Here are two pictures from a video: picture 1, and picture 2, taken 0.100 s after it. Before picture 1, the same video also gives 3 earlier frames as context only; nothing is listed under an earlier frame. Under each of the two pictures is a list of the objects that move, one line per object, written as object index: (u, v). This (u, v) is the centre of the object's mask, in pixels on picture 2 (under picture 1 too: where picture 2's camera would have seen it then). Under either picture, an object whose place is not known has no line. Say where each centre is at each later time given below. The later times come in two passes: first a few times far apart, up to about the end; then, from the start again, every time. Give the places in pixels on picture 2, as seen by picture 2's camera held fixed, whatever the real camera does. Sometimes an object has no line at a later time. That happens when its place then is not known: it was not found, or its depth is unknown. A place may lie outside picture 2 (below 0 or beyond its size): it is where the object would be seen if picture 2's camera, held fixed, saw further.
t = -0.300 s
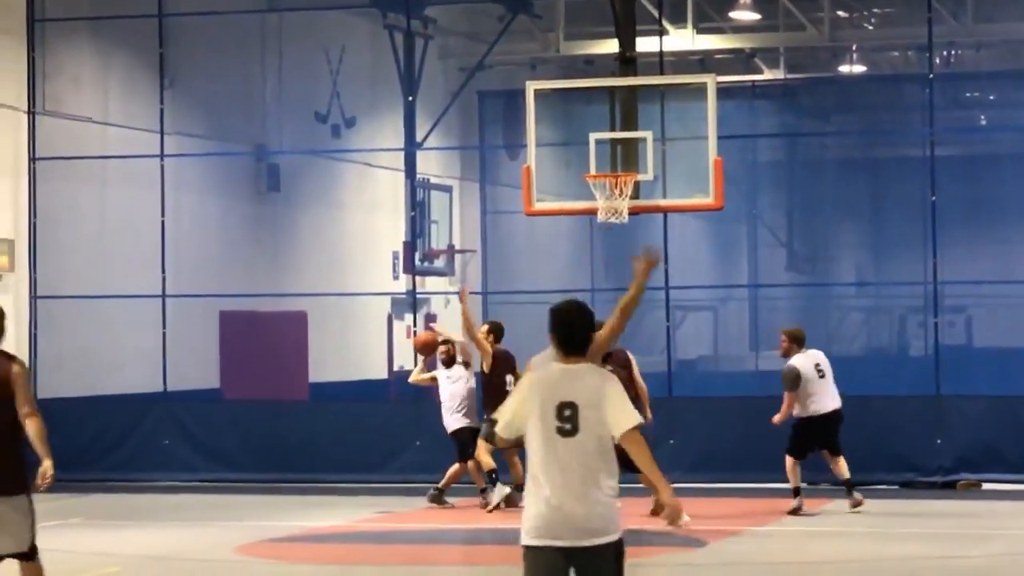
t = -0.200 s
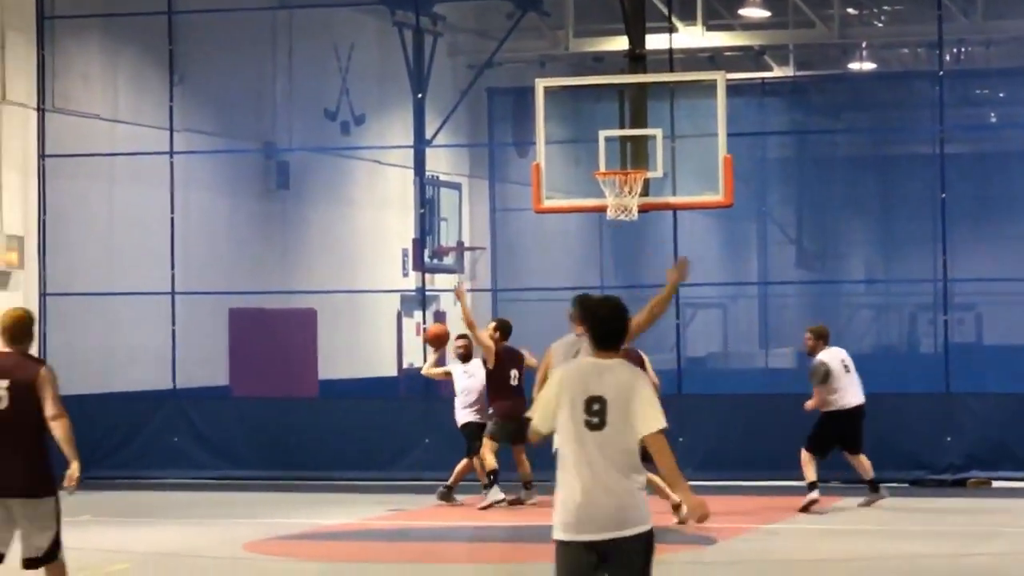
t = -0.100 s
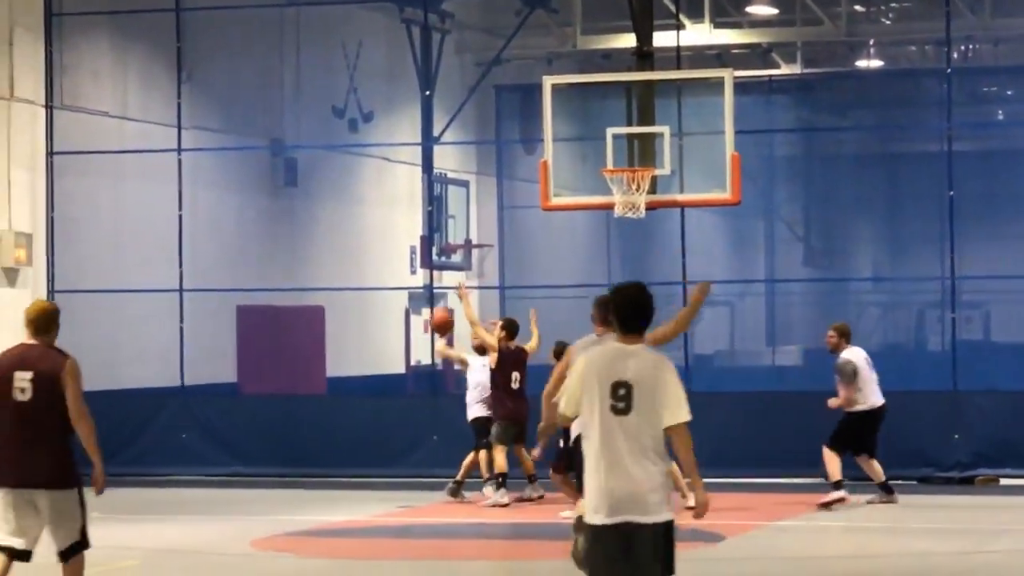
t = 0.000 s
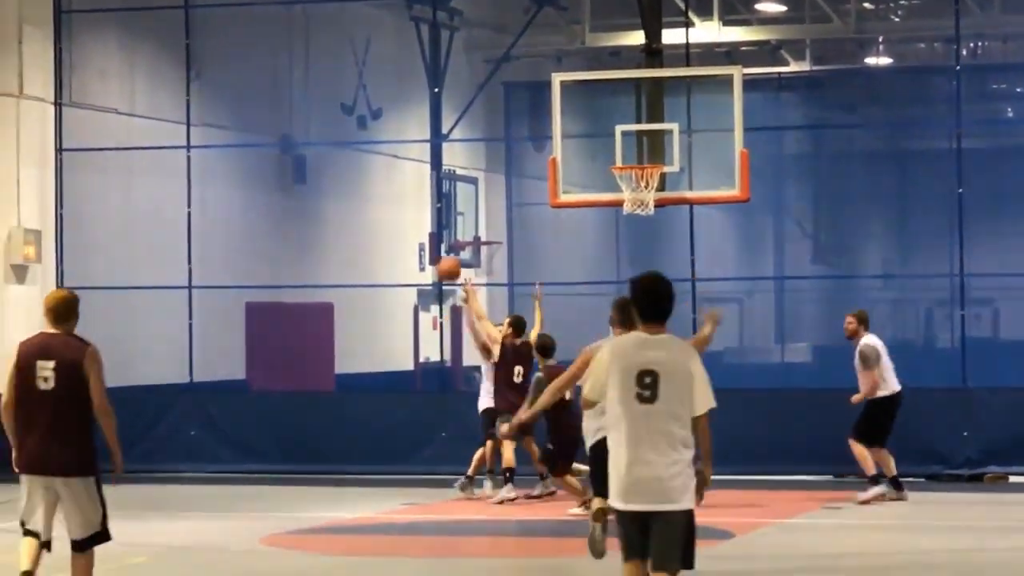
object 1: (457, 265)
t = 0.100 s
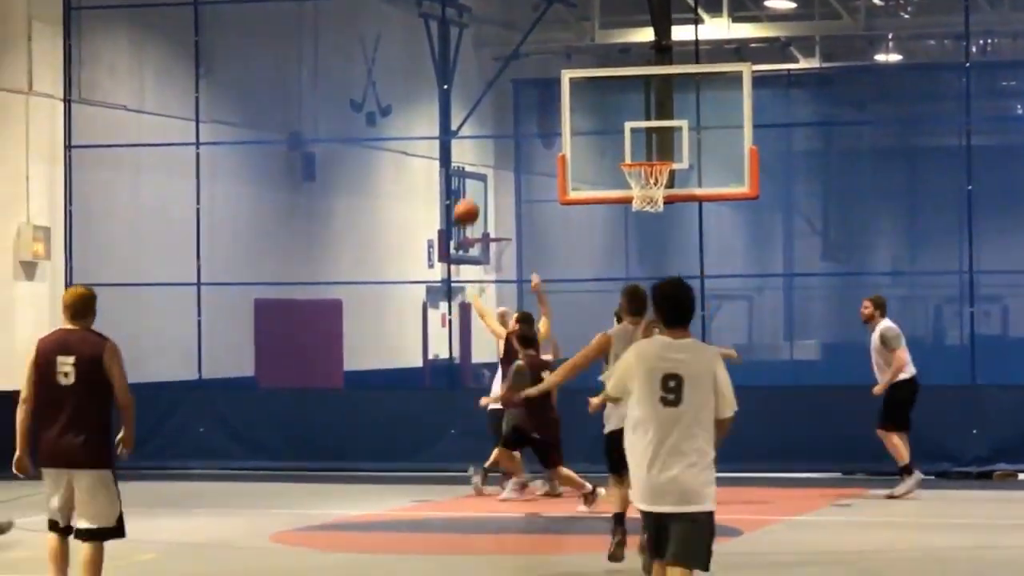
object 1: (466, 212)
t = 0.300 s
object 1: (484, 129)
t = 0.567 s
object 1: (509, 76)
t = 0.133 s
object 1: (469, 197)
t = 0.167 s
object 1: (471, 180)
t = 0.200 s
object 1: (476, 168)
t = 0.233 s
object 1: (478, 153)
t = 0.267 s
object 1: (481, 141)
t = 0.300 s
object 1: (484, 129)
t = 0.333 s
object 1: (485, 119)
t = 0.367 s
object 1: (490, 109)
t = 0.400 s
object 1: (493, 101)
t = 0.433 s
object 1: (496, 94)
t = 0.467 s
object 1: (499, 88)
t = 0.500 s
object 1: (502, 83)
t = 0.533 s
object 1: (505, 79)
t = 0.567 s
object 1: (509, 76)
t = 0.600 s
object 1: (512, 75)
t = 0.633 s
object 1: (516, 75)
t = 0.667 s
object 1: (520, 76)
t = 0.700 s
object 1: (523, 79)
